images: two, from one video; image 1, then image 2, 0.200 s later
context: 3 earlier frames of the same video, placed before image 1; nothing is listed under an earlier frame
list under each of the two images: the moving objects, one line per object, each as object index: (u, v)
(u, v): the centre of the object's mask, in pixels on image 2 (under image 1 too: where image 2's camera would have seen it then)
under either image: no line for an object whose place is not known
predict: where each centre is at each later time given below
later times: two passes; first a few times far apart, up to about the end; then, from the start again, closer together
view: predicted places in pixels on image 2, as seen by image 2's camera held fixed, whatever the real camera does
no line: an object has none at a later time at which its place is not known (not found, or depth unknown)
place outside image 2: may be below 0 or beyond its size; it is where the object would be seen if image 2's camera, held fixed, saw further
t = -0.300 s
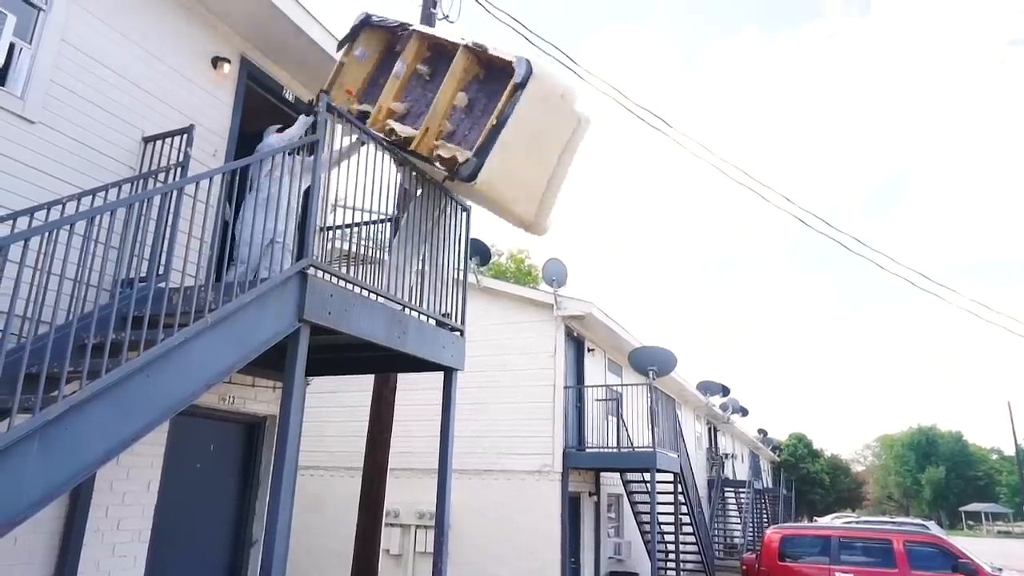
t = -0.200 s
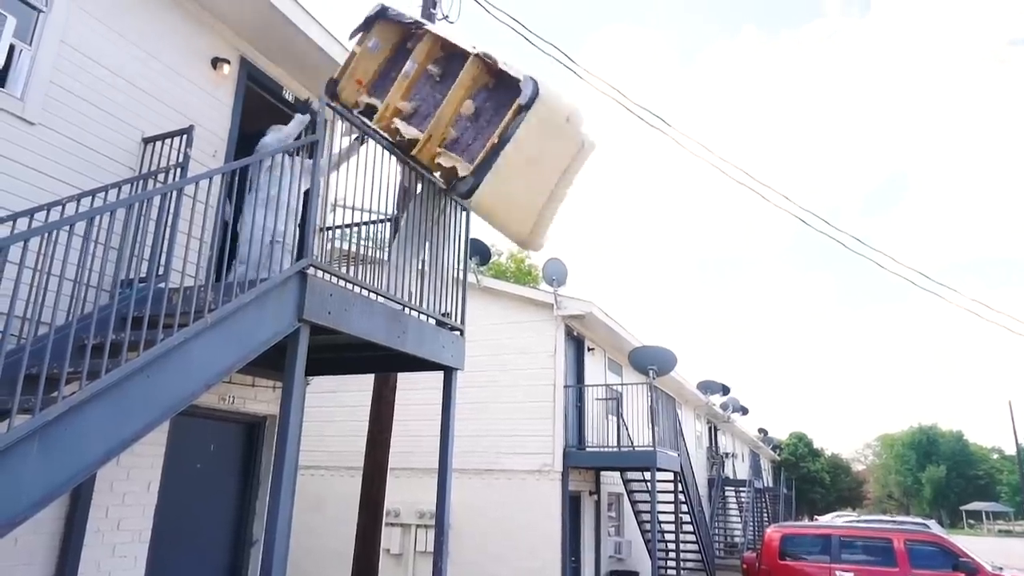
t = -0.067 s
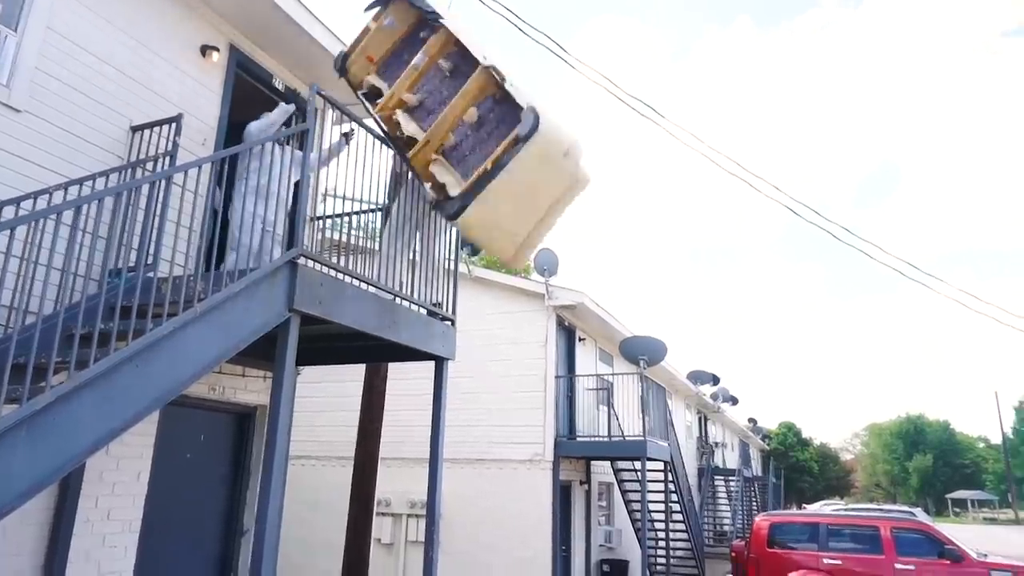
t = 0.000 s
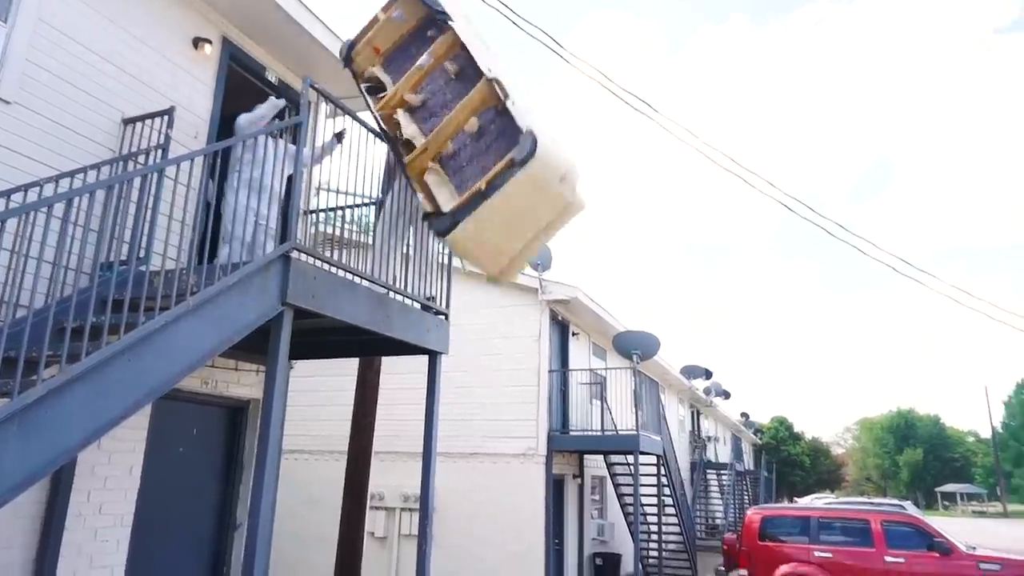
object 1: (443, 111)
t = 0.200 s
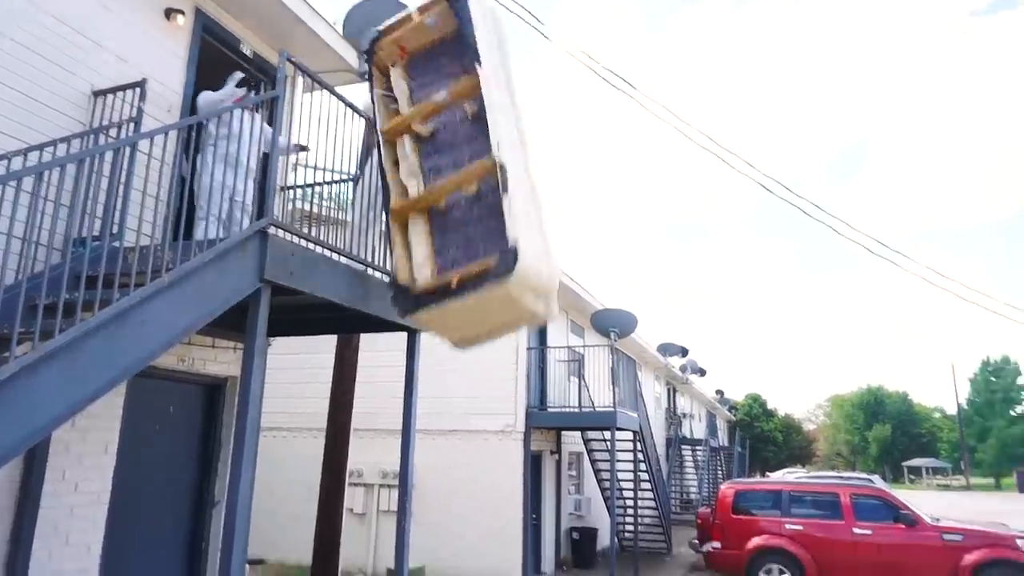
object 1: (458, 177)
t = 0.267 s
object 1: (465, 208)
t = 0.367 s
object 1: (477, 277)
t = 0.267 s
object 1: (465, 208)
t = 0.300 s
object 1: (469, 229)
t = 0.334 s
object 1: (470, 248)
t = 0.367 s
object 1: (477, 277)
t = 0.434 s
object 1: (486, 330)
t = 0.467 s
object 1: (491, 362)
